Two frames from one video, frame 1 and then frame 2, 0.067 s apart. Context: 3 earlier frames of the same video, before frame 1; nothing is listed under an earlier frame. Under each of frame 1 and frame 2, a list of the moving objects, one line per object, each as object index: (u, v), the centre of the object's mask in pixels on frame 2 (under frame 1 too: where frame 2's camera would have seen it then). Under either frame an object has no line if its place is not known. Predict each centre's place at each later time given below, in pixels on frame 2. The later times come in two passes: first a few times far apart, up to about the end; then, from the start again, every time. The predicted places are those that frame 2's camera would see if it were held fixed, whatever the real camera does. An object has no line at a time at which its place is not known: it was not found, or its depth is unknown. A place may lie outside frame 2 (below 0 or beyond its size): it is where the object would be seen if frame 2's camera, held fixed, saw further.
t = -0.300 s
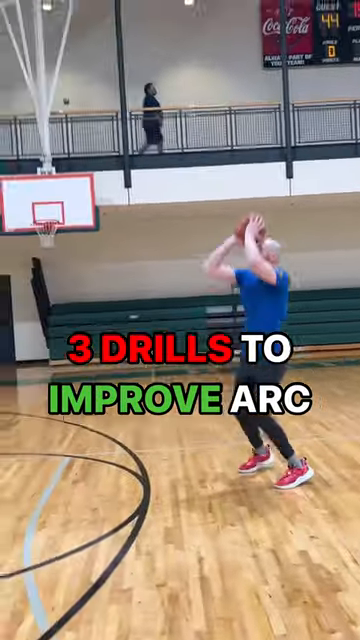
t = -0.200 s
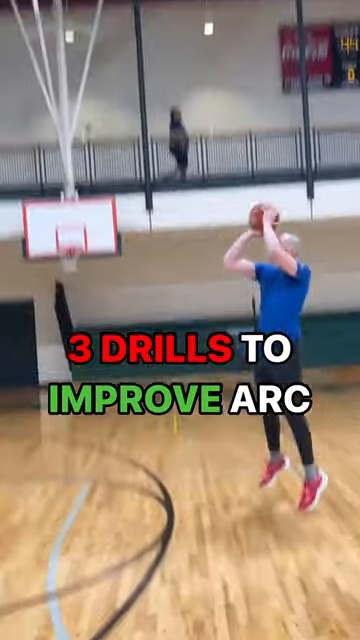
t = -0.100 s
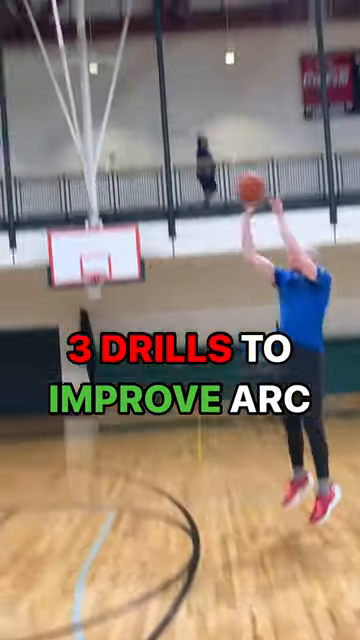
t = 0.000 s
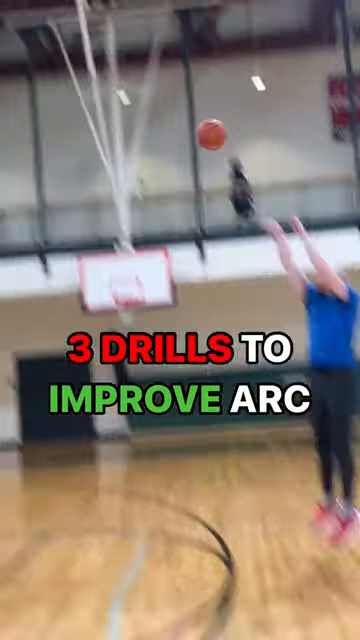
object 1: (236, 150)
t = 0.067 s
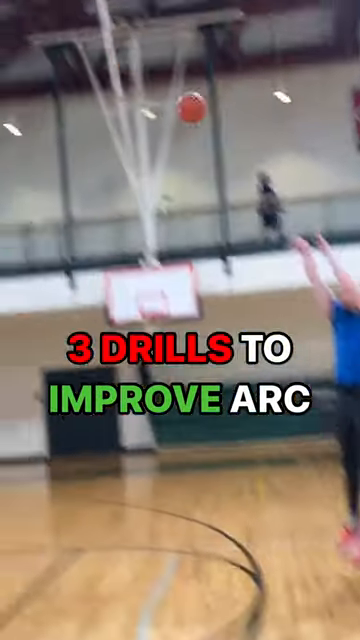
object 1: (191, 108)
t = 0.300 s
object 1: (46, 9)
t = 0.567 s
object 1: (-102, -25)
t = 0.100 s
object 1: (168, 89)
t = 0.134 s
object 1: (148, 71)
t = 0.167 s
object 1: (127, 57)
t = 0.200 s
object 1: (107, 43)
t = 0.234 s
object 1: (86, 30)
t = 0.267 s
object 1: (66, 19)
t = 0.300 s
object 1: (46, 9)
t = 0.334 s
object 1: (26, 1)
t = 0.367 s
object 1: (7, -7)
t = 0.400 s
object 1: (-12, -14)
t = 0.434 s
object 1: (-29, -18)
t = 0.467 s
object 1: (-48, -22)
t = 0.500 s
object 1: (-66, -24)
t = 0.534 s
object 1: (-84, -25)
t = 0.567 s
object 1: (-102, -25)
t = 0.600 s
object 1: (-120, -24)
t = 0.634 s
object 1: (-136, -22)
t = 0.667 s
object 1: (-154, -18)
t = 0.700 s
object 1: (-170, -13)
